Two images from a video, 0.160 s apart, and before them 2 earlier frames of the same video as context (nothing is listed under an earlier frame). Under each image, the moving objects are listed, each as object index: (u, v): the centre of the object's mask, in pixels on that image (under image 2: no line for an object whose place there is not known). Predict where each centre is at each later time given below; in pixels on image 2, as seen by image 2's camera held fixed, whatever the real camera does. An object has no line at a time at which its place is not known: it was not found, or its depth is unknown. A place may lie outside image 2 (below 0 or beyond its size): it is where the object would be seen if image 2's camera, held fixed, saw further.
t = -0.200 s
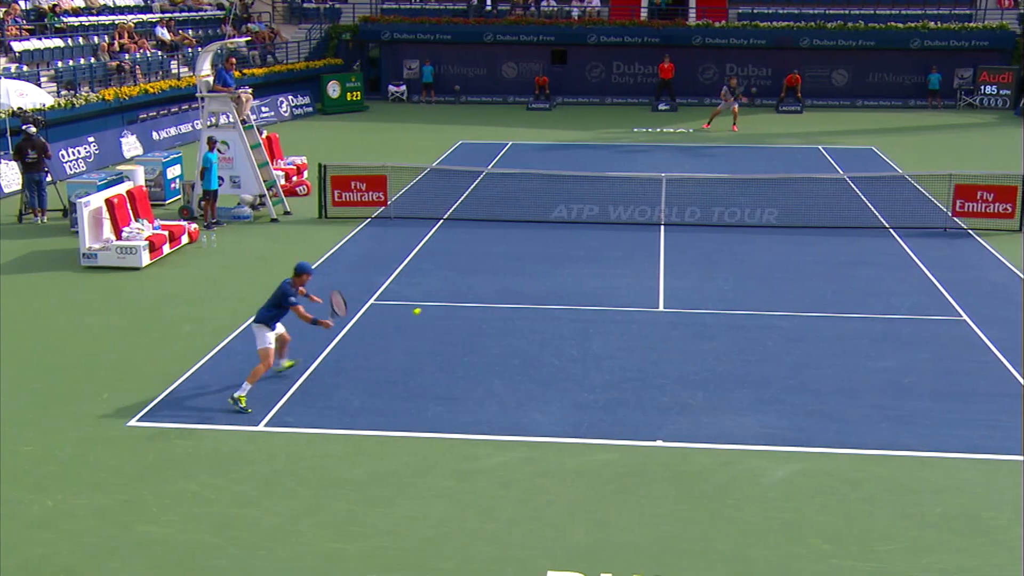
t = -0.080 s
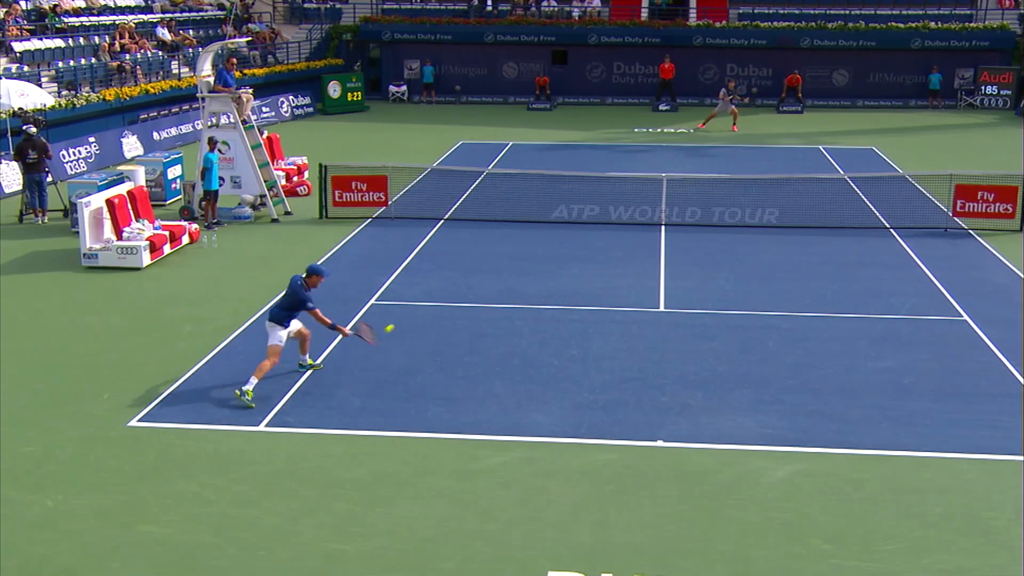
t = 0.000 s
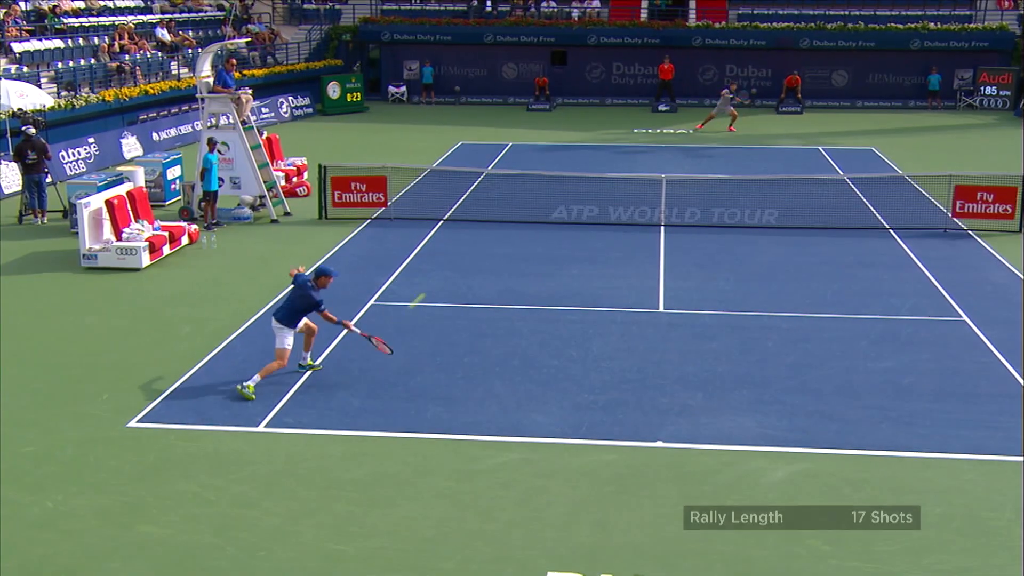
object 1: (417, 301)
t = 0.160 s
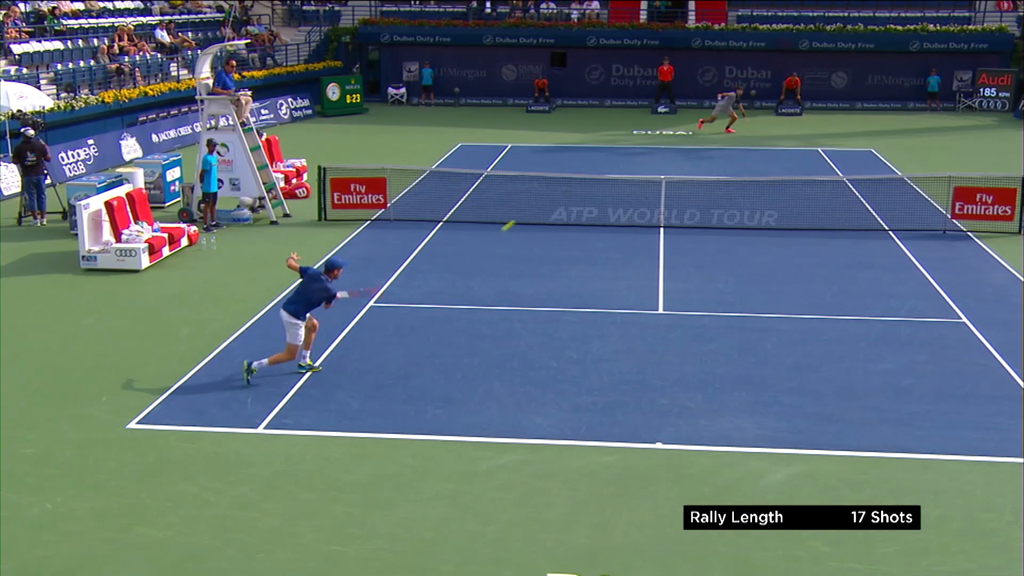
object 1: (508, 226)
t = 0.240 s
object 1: (552, 195)
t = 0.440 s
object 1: (641, 146)
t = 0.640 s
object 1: (704, 131)
